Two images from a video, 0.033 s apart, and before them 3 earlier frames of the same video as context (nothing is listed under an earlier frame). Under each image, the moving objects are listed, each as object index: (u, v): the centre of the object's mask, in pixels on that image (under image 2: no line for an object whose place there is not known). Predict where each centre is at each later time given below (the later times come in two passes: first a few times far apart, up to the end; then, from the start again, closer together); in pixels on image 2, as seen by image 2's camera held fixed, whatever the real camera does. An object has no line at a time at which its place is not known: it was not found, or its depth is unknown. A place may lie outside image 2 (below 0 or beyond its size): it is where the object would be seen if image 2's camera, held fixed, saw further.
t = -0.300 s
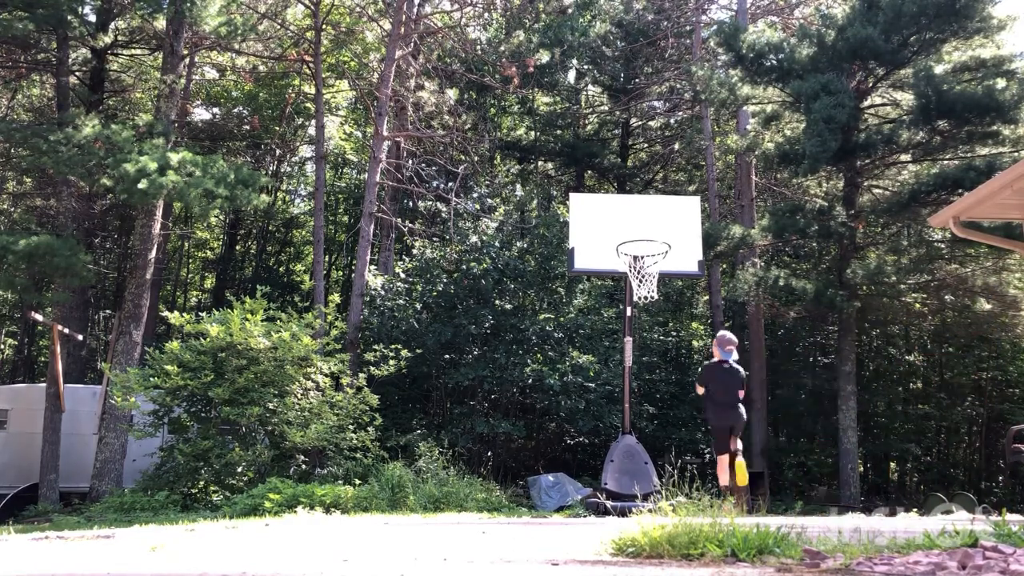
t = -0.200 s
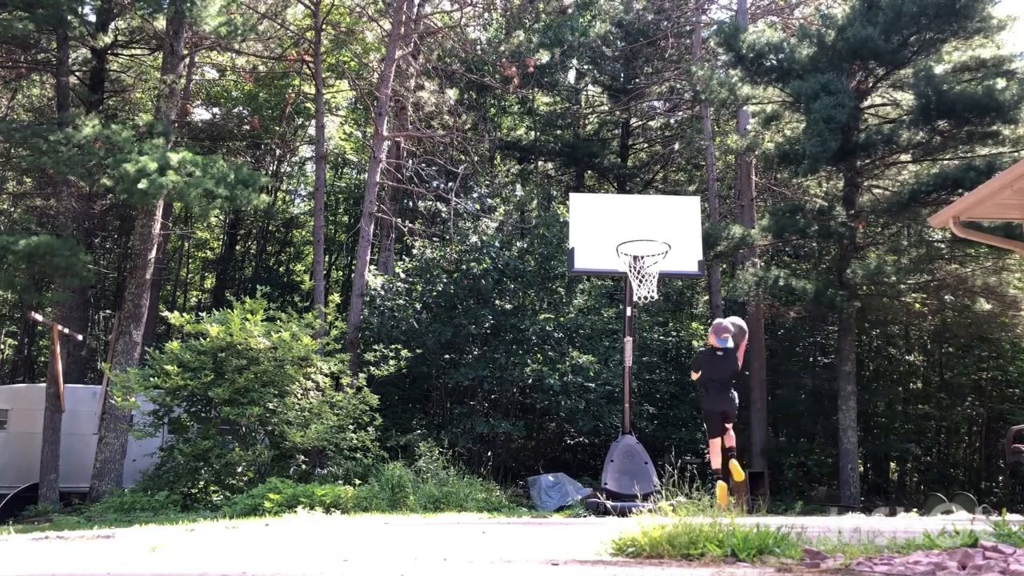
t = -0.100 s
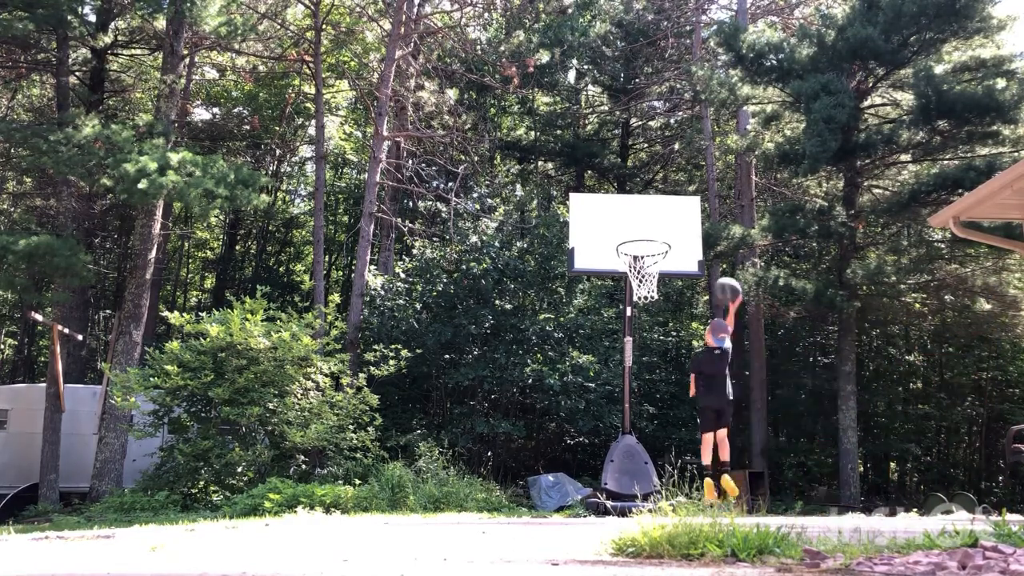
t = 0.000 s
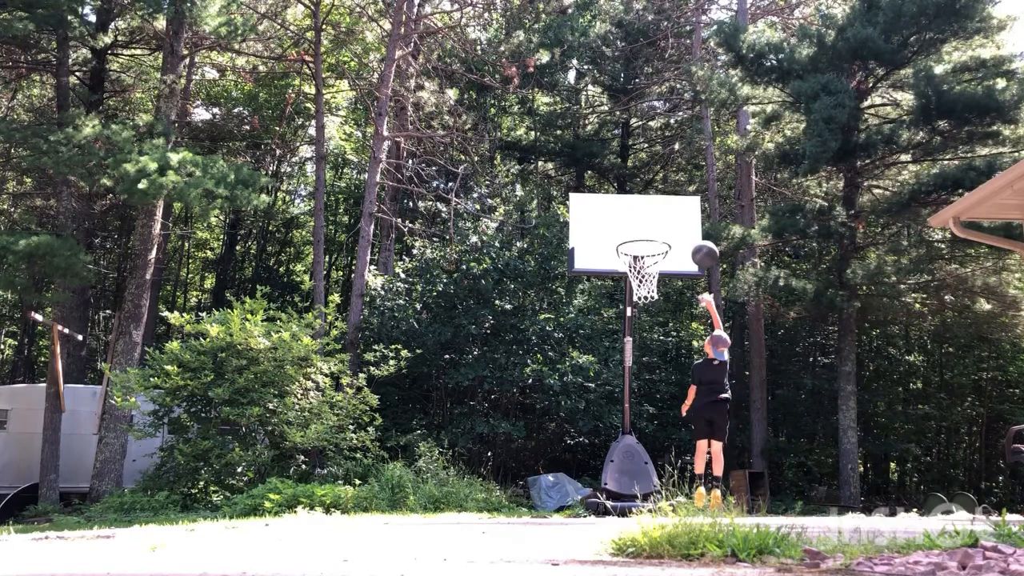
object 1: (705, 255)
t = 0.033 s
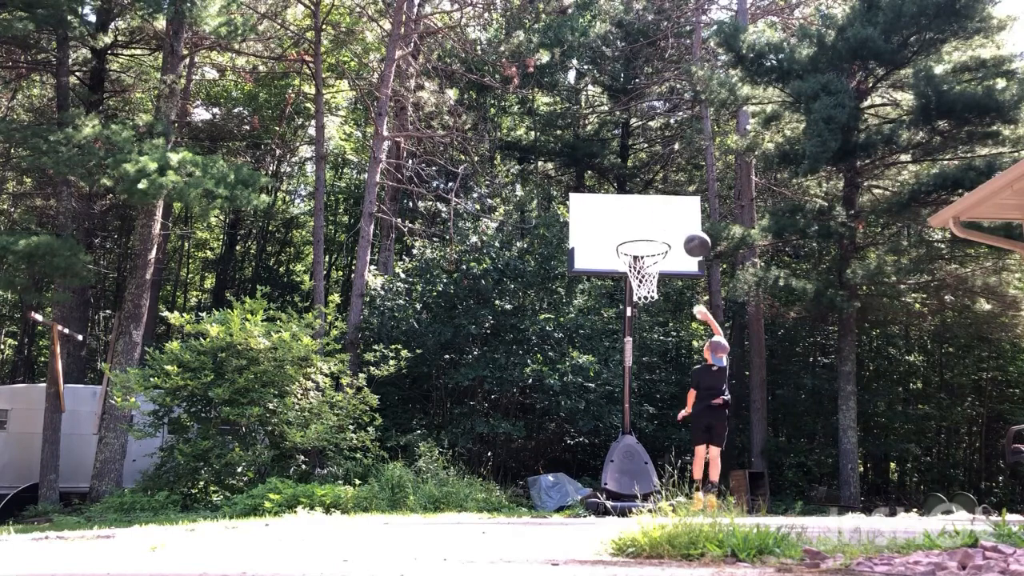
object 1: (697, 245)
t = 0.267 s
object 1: (645, 210)
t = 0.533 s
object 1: (616, 236)
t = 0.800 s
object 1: (594, 239)
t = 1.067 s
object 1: (574, 305)
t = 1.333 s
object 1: (553, 450)
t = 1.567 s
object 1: (533, 421)
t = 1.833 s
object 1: (511, 344)
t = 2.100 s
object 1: (488, 343)
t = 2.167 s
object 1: (482, 354)
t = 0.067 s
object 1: (689, 237)
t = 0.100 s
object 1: (681, 229)
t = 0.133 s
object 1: (674, 223)
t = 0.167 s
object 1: (666, 219)
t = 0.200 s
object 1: (659, 215)
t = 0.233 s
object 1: (652, 212)
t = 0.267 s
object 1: (645, 210)
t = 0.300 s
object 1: (641, 210)
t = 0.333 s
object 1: (637, 210)
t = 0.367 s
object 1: (634, 212)
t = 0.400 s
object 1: (630, 215)
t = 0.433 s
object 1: (627, 218)
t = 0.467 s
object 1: (623, 223)
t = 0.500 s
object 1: (620, 229)
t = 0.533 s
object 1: (616, 236)
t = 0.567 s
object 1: (613, 239)
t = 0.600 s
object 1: (610, 236)
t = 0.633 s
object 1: (608, 234)
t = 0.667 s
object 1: (605, 233)
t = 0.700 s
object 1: (602, 232)
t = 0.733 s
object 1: (599, 233)
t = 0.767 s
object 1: (597, 236)
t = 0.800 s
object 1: (594, 239)
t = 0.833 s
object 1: (591, 243)
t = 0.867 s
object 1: (589, 248)
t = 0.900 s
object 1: (586, 254)
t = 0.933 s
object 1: (584, 261)
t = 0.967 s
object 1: (581, 270)
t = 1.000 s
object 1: (578, 281)
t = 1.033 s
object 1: (576, 291)
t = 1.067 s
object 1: (574, 305)
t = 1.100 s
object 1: (571, 319)
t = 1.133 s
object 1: (568, 333)
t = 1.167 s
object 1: (566, 348)
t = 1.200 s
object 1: (563, 365)
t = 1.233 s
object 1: (562, 385)
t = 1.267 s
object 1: (559, 406)
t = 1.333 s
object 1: (553, 450)
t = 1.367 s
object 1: (550, 473)
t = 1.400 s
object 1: (548, 501)
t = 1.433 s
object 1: (545, 490)
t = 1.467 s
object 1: (542, 471)
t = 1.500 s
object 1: (539, 454)
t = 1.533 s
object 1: (536, 437)
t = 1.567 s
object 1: (533, 421)
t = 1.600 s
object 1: (530, 407)
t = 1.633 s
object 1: (527, 394)
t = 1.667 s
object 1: (524, 383)
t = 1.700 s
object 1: (522, 372)
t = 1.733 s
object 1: (519, 363)
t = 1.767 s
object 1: (516, 356)
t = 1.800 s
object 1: (513, 349)
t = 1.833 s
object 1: (511, 344)
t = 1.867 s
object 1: (507, 340)
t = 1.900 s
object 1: (504, 337)
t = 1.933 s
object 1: (502, 335)
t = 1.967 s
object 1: (499, 334)
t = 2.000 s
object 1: (497, 334)
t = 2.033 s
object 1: (493, 336)
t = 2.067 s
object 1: (491, 339)
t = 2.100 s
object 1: (488, 343)
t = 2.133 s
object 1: (485, 347)
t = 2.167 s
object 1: (482, 354)
